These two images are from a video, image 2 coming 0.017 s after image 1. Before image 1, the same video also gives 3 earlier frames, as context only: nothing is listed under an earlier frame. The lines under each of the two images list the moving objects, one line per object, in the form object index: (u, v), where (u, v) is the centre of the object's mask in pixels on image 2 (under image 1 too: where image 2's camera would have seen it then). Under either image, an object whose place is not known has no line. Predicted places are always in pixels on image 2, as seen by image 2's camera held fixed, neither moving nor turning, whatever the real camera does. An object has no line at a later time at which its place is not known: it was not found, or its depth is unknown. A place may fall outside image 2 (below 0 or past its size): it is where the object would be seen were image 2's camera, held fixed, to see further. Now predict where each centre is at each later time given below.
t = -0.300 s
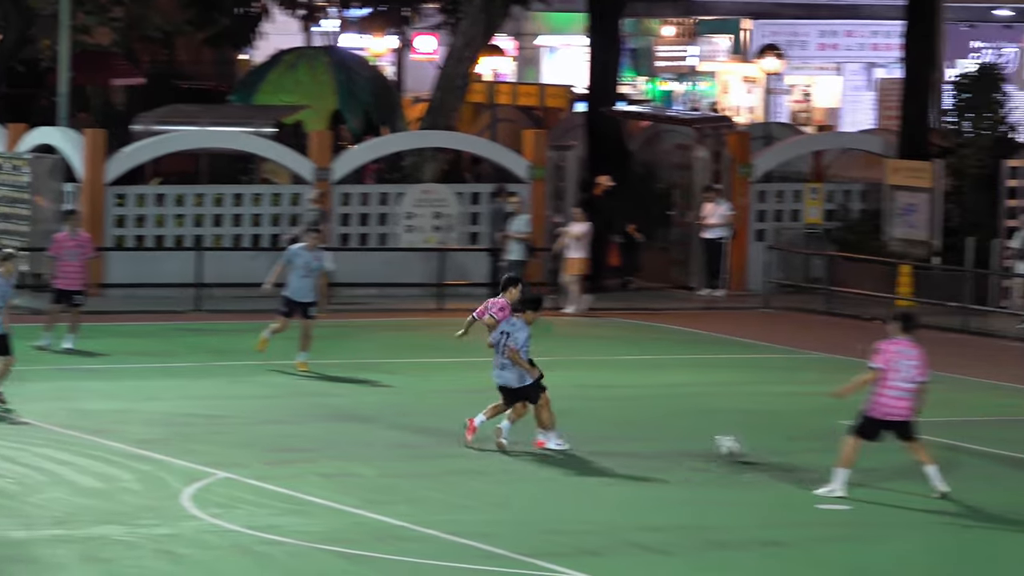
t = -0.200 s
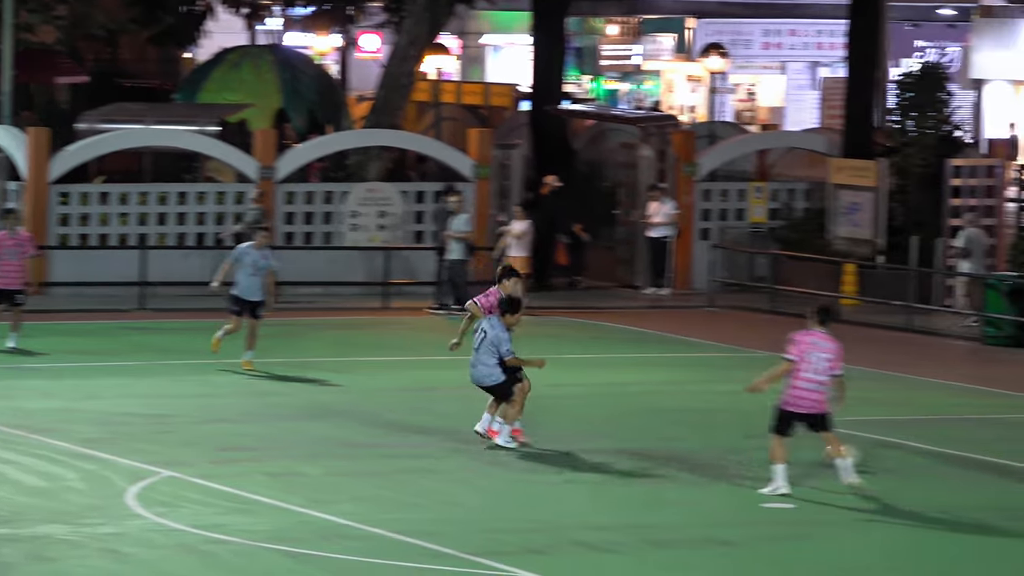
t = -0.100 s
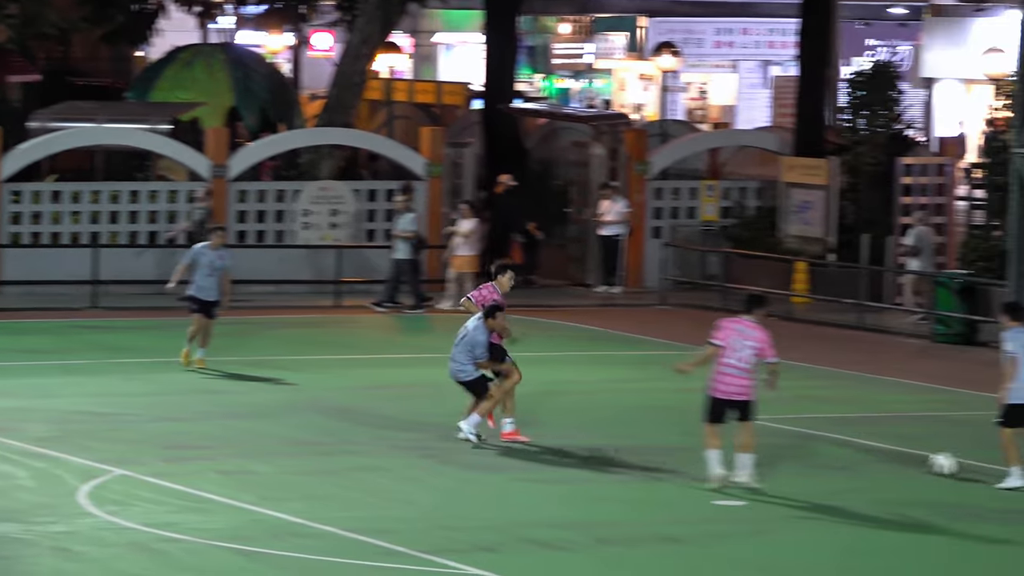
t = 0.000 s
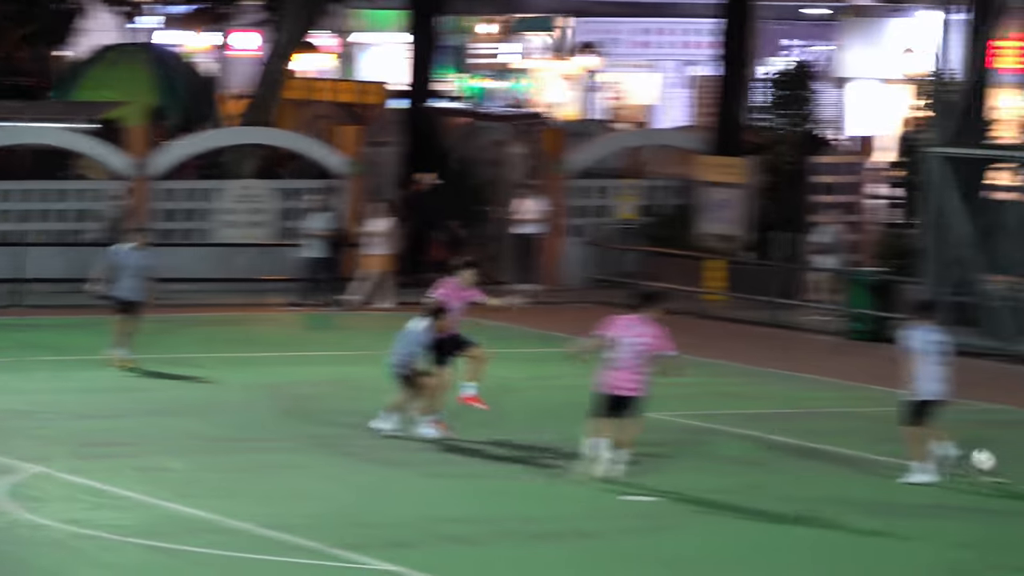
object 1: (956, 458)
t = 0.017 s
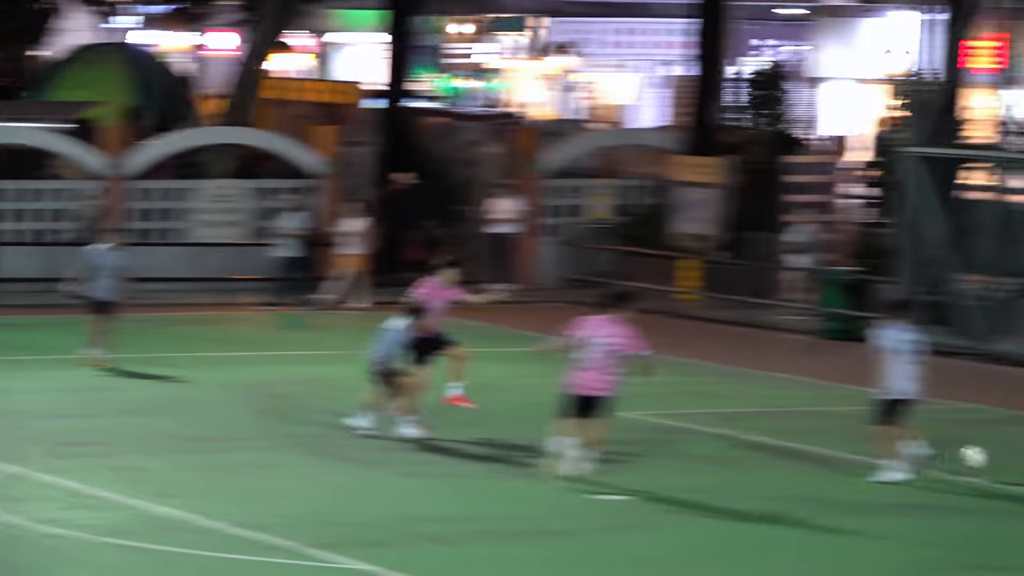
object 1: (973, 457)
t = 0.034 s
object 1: (992, 455)
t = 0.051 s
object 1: (1012, 454)
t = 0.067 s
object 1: (1030, 454)
